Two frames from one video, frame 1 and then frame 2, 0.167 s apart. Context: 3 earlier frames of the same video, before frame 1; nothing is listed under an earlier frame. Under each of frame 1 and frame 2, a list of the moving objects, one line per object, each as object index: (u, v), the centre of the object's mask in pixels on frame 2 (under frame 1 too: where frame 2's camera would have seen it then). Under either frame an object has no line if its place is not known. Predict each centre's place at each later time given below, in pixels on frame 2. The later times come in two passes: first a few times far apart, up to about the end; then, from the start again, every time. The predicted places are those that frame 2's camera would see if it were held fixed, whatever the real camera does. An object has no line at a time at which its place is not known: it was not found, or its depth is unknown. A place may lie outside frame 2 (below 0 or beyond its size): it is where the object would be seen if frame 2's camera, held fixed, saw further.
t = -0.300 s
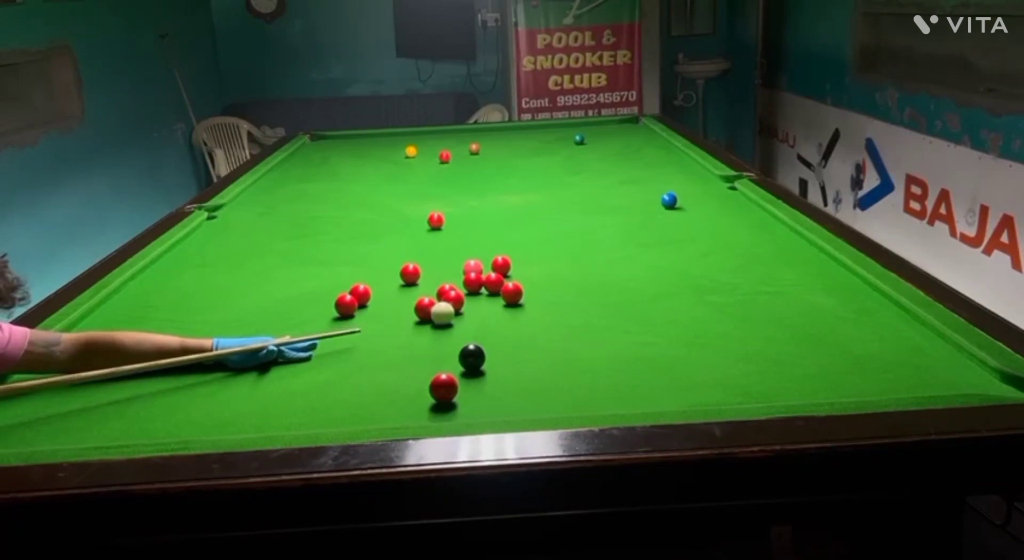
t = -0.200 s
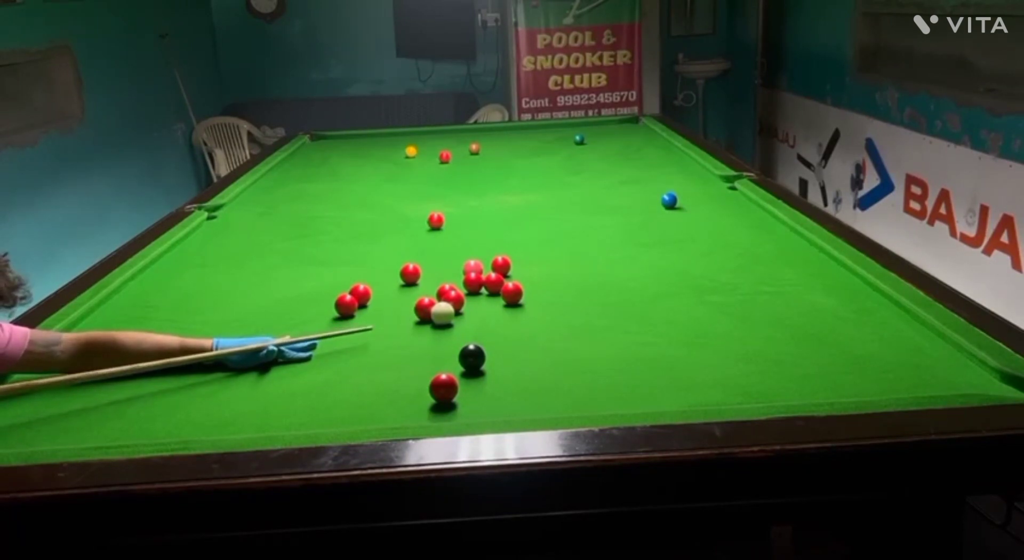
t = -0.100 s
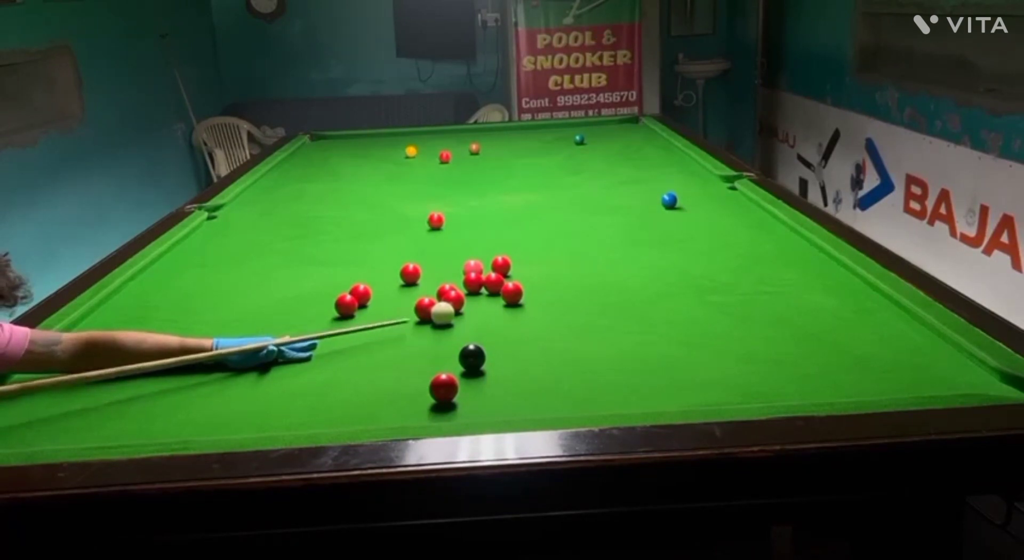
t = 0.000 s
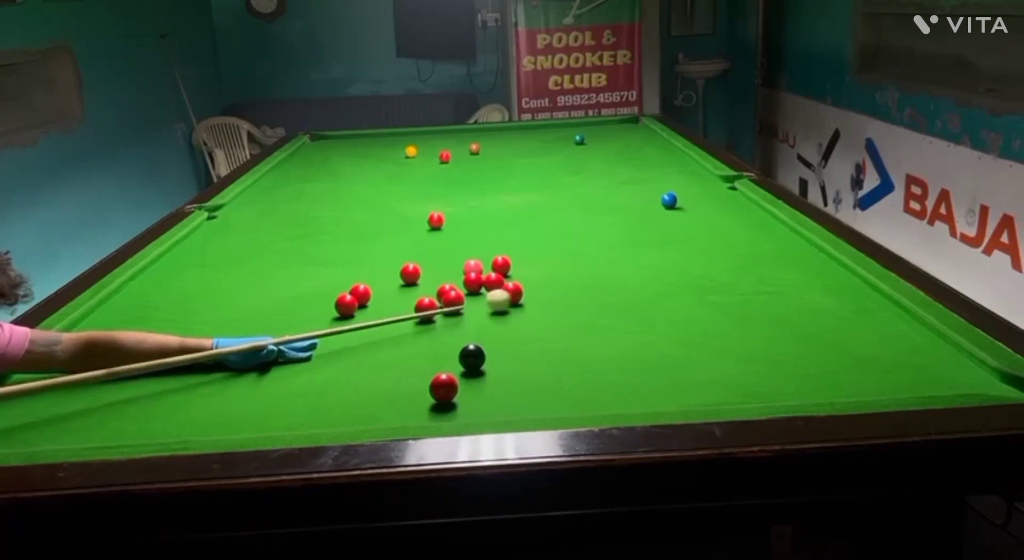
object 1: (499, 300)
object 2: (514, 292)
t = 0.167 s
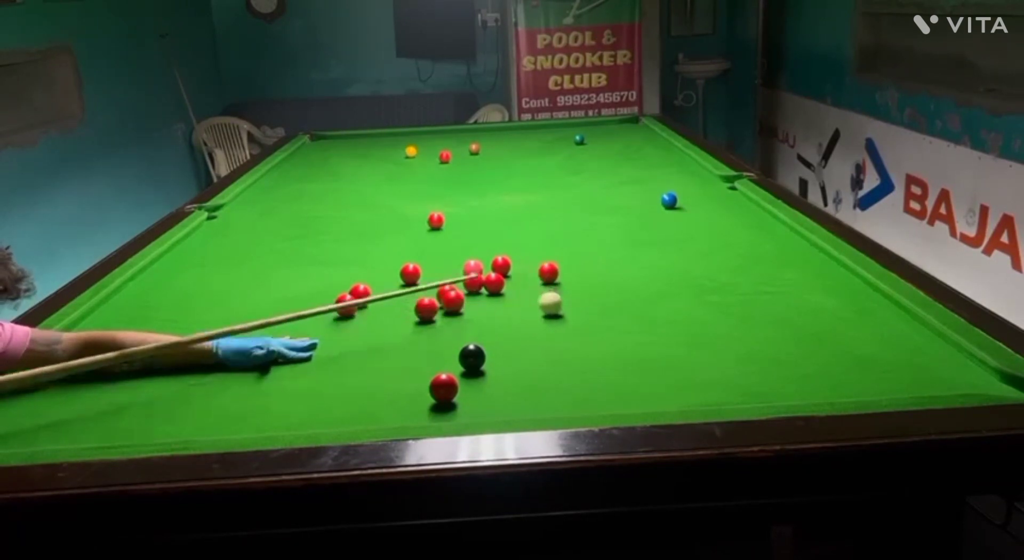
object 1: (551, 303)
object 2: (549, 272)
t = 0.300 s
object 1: (586, 305)
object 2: (568, 261)
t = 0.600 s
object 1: (677, 310)
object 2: (613, 236)
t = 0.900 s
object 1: (769, 315)
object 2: (648, 216)
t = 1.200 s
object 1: (857, 321)
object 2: (677, 203)
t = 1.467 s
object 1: (906, 326)
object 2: (702, 199)
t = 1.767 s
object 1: (863, 336)
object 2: (726, 195)
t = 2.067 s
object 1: (824, 344)
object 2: (730, 193)
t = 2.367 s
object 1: (791, 352)
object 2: (717, 193)
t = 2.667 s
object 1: (762, 359)
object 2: (708, 193)
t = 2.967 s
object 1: (740, 364)
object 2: (703, 193)
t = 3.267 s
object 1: (722, 369)
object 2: (702, 193)
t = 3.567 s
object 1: (709, 371)
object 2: (702, 193)
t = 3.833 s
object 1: (704, 373)
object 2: (703, 190)
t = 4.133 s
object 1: (703, 373)
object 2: (702, 193)
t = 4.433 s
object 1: (703, 373)
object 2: (703, 193)
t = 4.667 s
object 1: (703, 373)
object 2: (703, 193)
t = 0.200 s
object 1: (555, 304)
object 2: (551, 271)
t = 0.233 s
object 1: (566, 304)
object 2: (558, 267)
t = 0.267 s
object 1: (576, 304)
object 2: (563, 264)
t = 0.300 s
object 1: (586, 305)
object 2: (568, 261)
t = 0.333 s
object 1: (596, 306)
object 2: (574, 258)
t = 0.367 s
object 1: (606, 306)
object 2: (579, 255)
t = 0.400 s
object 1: (616, 307)
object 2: (584, 252)
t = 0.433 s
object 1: (627, 307)
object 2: (589, 249)
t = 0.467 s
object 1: (637, 308)
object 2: (594, 246)
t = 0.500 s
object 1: (647, 308)
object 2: (599, 244)
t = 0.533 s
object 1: (657, 309)
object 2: (604, 241)
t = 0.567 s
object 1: (668, 309)
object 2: (608, 238)
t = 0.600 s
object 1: (677, 310)
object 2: (613, 236)
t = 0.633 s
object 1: (688, 311)
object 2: (617, 234)
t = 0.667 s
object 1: (698, 312)
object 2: (621, 231)
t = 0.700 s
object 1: (708, 312)
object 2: (625, 229)
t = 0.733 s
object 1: (718, 312)
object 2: (629, 227)
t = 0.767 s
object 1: (728, 313)
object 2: (633, 224)
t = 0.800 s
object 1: (739, 313)
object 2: (637, 222)
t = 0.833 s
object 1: (749, 314)
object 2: (641, 220)
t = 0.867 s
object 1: (759, 315)
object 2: (644, 218)
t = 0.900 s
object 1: (769, 315)
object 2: (648, 216)
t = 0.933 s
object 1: (779, 316)
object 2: (651, 214)
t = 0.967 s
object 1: (789, 316)
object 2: (655, 212)
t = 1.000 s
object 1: (798, 317)
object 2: (658, 210)
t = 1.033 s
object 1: (809, 317)
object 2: (661, 208)
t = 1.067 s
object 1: (819, 318)
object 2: (665, 207)
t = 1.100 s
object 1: (828, 319)
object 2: (668, 205)
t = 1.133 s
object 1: (838, 319)
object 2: (671, 203)
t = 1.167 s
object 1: (848, 320)
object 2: (674, 203)
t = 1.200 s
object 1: (857, 321)
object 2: (677, 203)
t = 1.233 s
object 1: (867, 321)
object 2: (681, 202)
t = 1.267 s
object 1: (877, 322)
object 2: (684, 202)
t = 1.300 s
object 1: (886, 322)
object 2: (687, 201)
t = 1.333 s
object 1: (896, 323)
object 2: (691, 200)
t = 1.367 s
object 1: (905, 323)
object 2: (694, 200)
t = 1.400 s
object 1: (914, 324)
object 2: (697, 200)
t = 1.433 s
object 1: (911, 325)
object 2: (700, 199)
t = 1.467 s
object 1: (906, 326)
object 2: (702, 199)
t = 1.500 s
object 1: (901, 327)
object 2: (705, 199)
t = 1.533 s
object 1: (896, 328)
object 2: (708, 198)
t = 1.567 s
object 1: (891, 329)
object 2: (711, 198)
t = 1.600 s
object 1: (886, 330)
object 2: (714, 197)
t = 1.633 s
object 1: (881, 331)
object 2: (716, 196)
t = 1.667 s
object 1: (877, 332)
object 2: (718, 196)
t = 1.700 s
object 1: (872, 333)
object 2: (721, 195)
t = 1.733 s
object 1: (867, 334)
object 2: (724, 196)
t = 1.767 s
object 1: (863, 336)
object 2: (726, 195)
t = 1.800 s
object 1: (858, 337)
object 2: (728, 195)
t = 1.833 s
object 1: (854, 337)
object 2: (731, 194)
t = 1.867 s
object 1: (850, 338)
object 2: (733, 194)
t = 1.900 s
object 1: (845, 339)
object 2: (735, 193)
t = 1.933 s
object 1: (841, 340)
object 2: (737, 193)
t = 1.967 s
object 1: (837, 341)
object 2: (735, 193)
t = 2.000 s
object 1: (832, 342)
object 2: (733, 193)
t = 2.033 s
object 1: (828, 343)
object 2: (731, 193)
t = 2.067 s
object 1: (824, 344)
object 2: (730, 193)
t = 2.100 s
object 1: (821, 345)
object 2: (728, 193)
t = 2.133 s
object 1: (817, 346)
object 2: (727, 192)
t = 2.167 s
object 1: (813, 347)
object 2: (725, 193)
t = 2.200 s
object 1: (809, 348)
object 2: (723, 193)
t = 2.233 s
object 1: (805, 349)
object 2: (722, 193)
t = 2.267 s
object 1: (802, 350)
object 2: (720, 193)
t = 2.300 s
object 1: (798, 351)
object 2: (719, 193)
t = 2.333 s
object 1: (794, 351)
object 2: (718, 193)
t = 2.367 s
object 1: (791, 352)
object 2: (717, 193)
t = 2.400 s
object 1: (787, 353)
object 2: (715, 193)
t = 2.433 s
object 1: (784, 354)
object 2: (714, 193)
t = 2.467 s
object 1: (781, 355)
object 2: (713, 193)
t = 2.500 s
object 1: (778, 355)
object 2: (712, 193)
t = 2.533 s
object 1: (775, 356)
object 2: (711, 193)
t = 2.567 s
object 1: (771, 357)
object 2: (710, 193)
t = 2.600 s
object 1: (768, 358)
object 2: (710, 193)
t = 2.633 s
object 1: (765, 359)
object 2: (708, 193)
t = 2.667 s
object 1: (762, 359)
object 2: (708, 193)
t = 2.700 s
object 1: (760, 360)
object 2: (707, 193)
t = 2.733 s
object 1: (757, 360)
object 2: (707, 193)
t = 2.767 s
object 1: (754, 361)
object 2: (706, 193)
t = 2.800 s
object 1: (752, 362)
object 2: (705, 193)
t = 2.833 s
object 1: (749, 362)
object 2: (705, 193)
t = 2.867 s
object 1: (747, 363)
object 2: (704, 193)
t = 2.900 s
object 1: (744, 363)
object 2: (704, 193)
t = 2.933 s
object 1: (742, 364)
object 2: (703, 193)
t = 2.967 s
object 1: (740, 364)
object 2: (703, 193)
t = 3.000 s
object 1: (737, 365)
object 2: (703, 193)
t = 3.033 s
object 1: (735, 366)
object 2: (703, 193)
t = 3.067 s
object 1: (733, 366)
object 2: (702, 193)
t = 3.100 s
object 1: (731, 367)
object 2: (702, 193)
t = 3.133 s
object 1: (729, 367)
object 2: (702, 193)
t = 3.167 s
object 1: (727, 367)
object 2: (702, 193)
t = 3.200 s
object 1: (725, 368)
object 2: (702, 193)
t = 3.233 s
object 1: (723, 368)
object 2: (702, 193)
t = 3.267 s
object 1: (722, 369)
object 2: (702, 193)
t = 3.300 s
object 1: (720, 369)
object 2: (702, 193)
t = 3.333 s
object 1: (718, 370)
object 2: (702, 193)
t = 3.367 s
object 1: (717, 370)
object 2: (702, 193)
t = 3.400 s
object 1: (715, 370)
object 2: (702, 193)
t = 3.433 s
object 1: (714, 370)
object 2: (702, 193)
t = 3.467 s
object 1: (713, 370)
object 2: (702, 193)
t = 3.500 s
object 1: (711, 371)
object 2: (702, 193)
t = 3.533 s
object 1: (710, 371)
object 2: (702, 193)
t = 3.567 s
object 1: (709, 371)
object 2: (702, 193)
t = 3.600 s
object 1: (708, 372)
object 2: (702, 193)
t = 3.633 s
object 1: (707, 372)
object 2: (702, 193)
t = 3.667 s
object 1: (706, 372)
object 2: (702, 193)
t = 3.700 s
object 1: (705, 372)
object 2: (702, 193)
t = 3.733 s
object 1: (705, 372)
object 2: (702, 193)
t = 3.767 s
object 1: (705, 372)
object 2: (702, 193)
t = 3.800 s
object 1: (704, 373)
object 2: (702, 195)
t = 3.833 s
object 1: (704, 373)
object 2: (703, 190)
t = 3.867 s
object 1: (704, 373)
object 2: (703, 193)
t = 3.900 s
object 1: (704, 373)
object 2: (703, 193)
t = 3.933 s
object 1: (703, 373)
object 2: (702, 193)
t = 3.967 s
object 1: (703, 373)
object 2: (702, 193)
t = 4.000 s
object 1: (703, 373)
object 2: (703, 193)
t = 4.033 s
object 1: (703, 373)
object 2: (702, 193)
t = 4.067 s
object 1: (703, 373)
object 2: (702, 193)
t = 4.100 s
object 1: (703, 373)
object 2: (703, 193)
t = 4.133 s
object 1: (703, 373)
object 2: (702, 193)
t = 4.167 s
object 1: (703, 373)
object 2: (703, 193)
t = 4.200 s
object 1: (703, 373)
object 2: (702, 193)
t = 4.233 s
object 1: (703, 373)
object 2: (703, 193)
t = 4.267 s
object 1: (703, 373)
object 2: (703, 193)
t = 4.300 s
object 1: (703, 373)
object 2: (703, 193)
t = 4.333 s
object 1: (703, 373)
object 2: (703, 193)
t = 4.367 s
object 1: (703, 373)
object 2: (703, 193)
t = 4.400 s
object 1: (703, 373)
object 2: (703, 193)
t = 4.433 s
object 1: (703, 373)
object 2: (703, 193)
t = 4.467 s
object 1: (703, 373)
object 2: (703, 193)
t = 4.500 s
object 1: (703, 373)
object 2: (703, 193)
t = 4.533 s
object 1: (703, 373)
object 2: (703, 193)
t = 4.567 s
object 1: (703, 373)
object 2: (703, 193)
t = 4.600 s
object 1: (703, 373)
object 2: (703, 193)
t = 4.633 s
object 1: (703, 373)
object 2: (703, 193)
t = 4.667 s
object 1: (703, 373)
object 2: (703, 193)
